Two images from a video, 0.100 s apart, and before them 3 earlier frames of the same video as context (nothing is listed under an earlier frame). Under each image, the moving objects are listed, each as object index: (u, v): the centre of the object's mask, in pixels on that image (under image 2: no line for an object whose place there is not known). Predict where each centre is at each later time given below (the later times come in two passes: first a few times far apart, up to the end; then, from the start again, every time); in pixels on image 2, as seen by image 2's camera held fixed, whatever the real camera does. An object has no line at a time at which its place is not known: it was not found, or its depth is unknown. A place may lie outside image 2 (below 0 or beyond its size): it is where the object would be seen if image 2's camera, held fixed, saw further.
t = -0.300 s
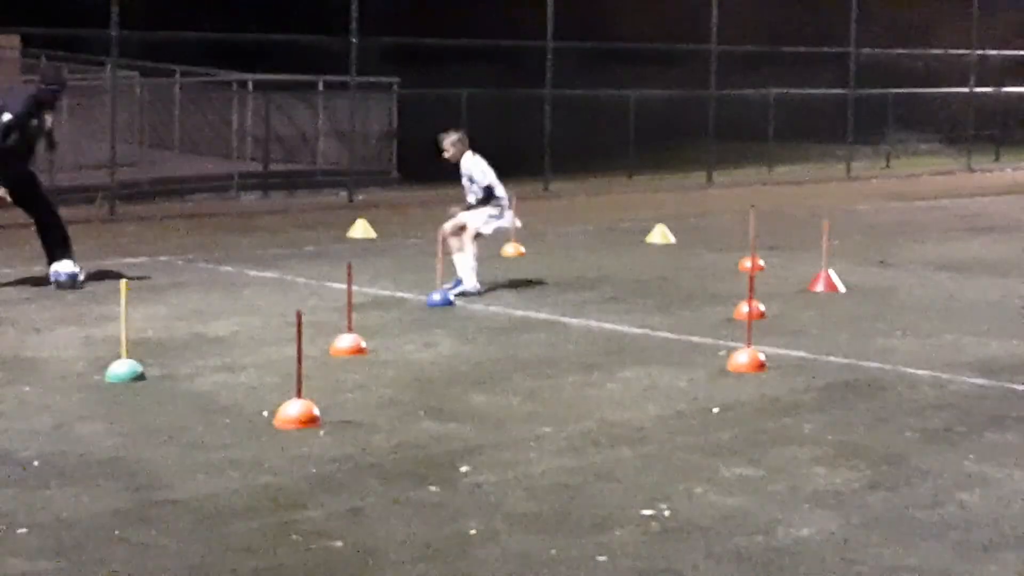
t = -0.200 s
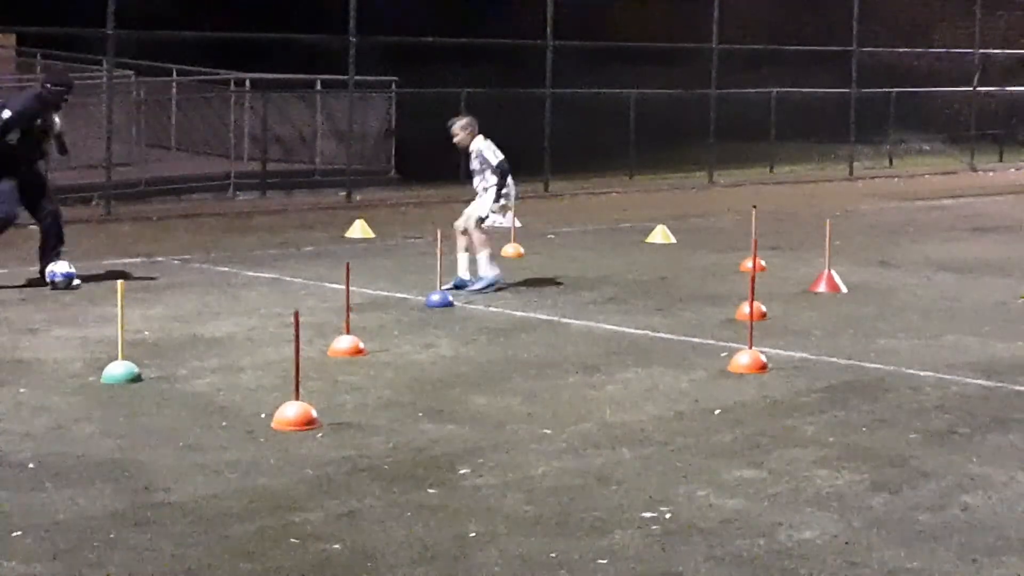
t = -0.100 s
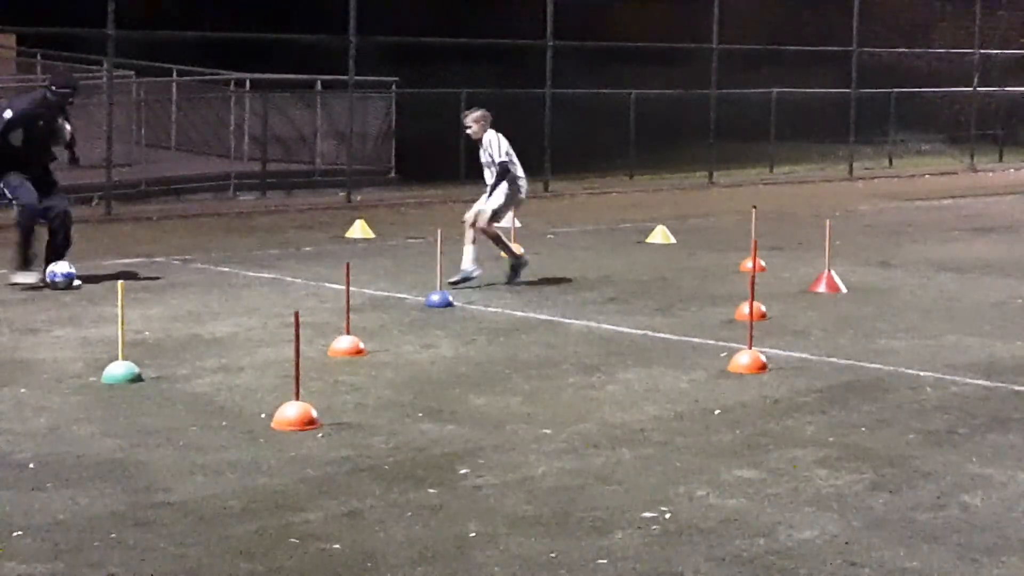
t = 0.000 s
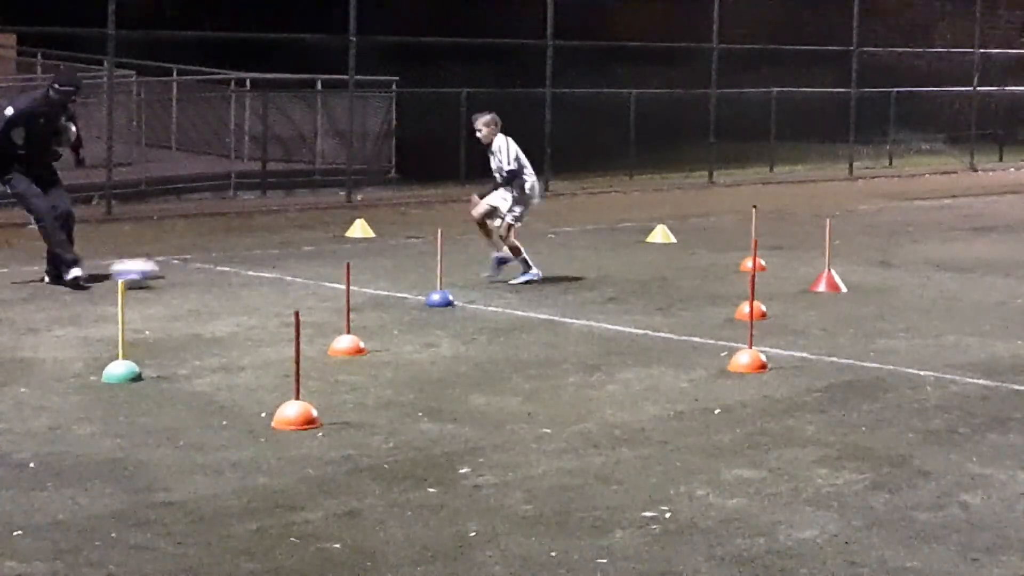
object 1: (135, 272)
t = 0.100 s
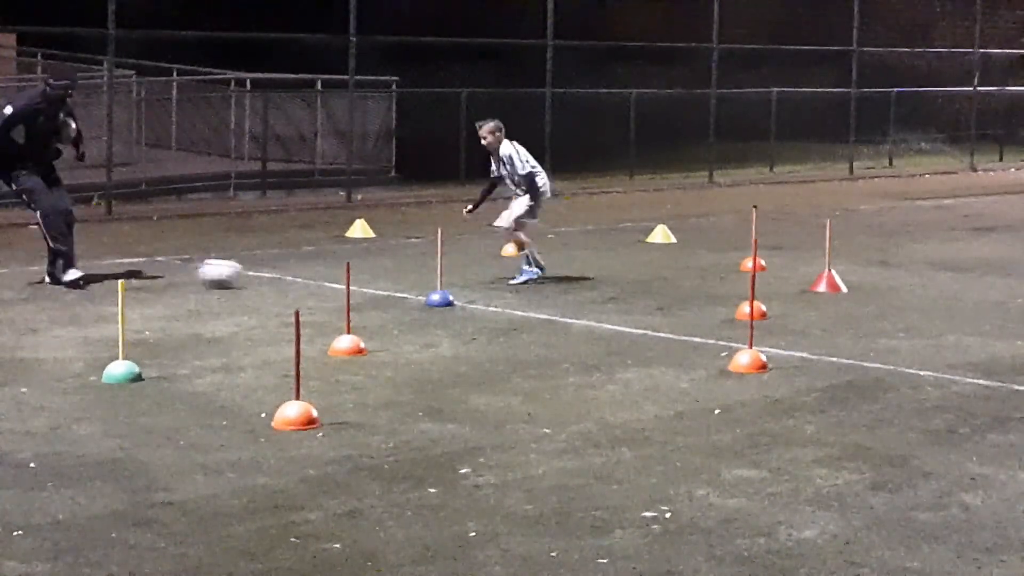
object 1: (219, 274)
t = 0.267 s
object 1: (340, 275)
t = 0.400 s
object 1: (420, 277)
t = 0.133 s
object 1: (245, 274)
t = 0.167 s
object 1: (269, 272)
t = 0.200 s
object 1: (294, 272)
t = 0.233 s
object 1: (318, 274)
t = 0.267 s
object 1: (340, 275)
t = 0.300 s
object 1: (365, 275)
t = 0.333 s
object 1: (380, 274)
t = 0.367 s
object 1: (400, 274)
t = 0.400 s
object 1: (420, 277)
